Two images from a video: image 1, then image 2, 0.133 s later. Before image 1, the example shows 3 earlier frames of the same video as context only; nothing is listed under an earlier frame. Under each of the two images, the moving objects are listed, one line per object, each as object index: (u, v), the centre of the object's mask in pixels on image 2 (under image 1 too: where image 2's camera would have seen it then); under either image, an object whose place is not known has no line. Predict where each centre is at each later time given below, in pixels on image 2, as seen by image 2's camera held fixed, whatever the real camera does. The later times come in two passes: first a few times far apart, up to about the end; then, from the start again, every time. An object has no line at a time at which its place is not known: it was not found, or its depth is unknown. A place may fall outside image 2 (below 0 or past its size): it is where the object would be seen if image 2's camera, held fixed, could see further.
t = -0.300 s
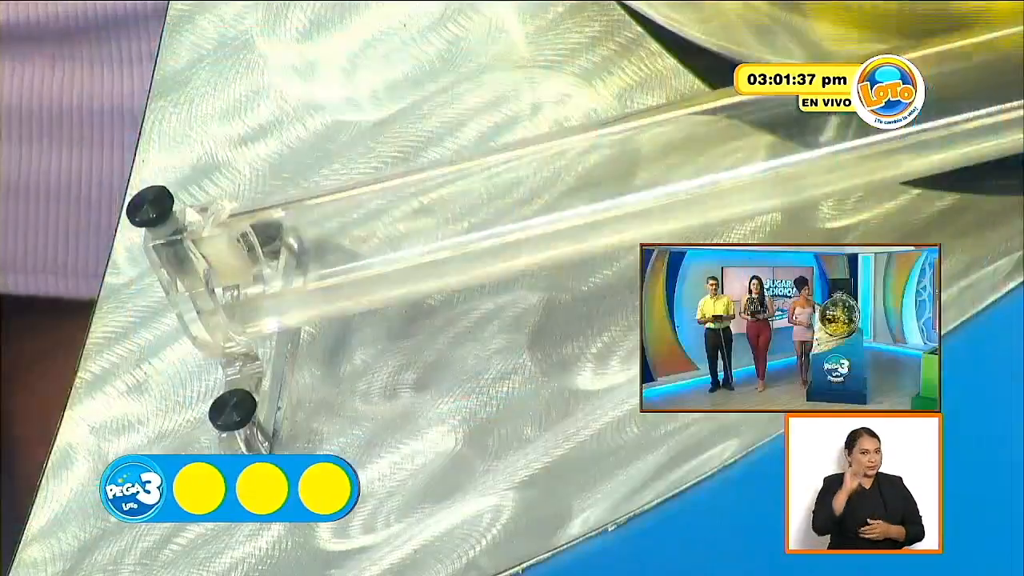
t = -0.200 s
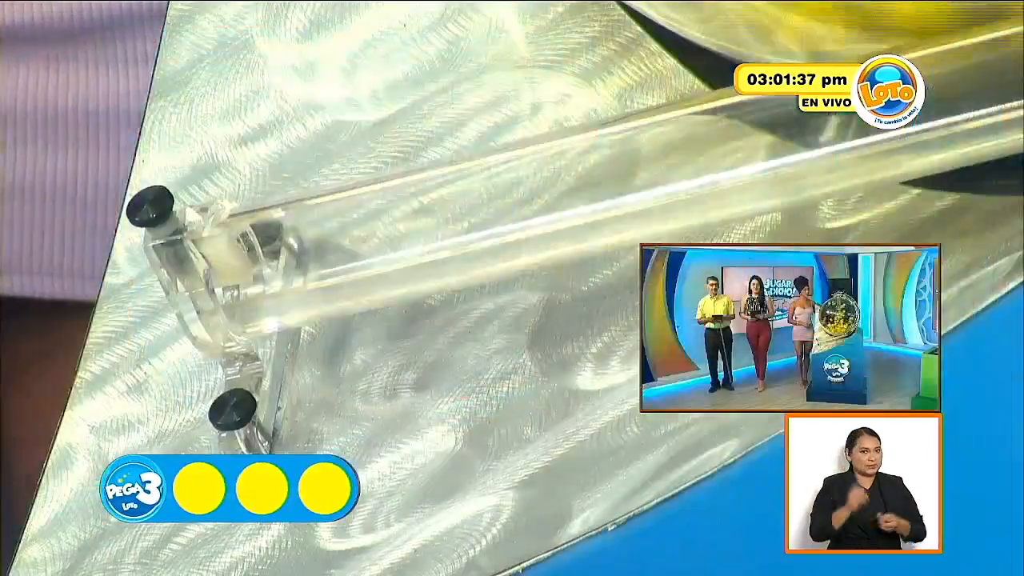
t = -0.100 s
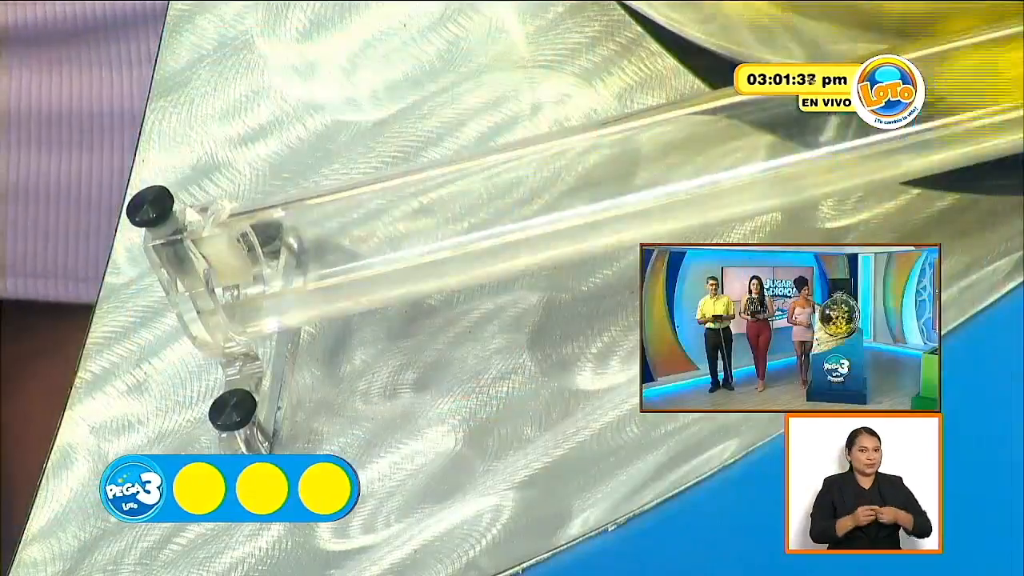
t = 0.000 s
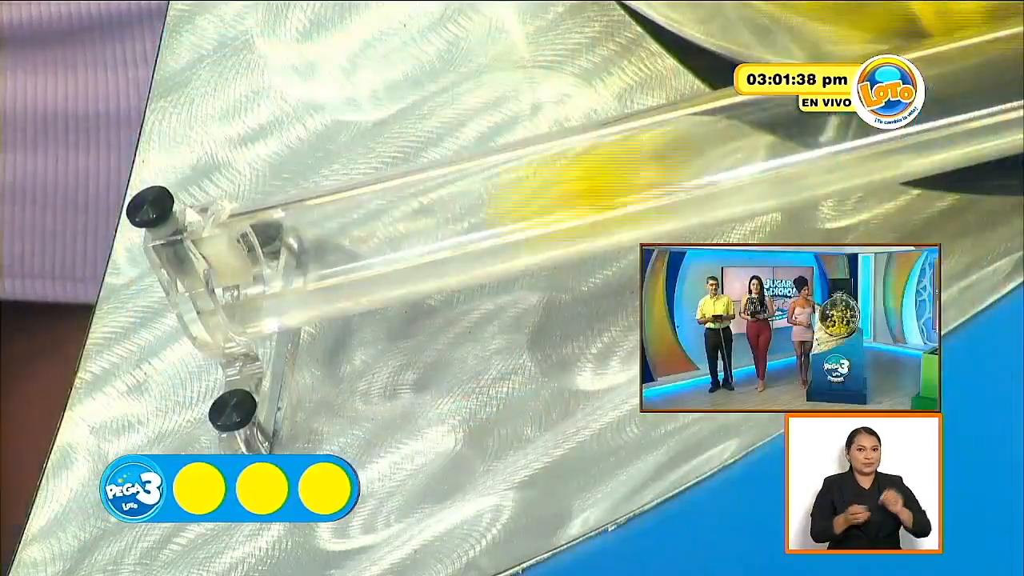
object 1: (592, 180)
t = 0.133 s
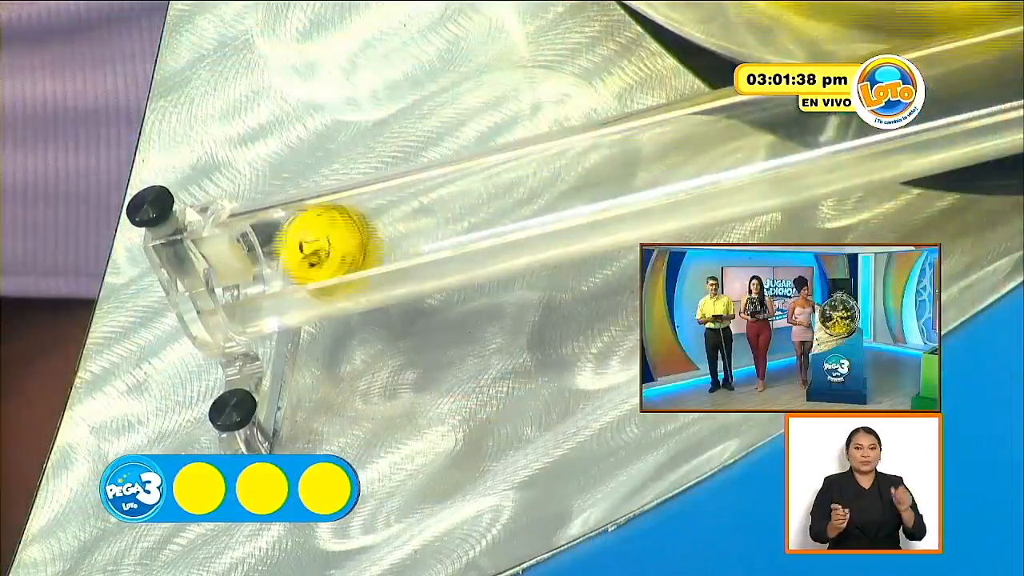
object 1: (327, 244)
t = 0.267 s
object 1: (304, 252)
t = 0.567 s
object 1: (295, 254)
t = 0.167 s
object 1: (339, 243)
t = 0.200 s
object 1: (335, 244)
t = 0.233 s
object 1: (322, 248)
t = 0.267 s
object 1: (304, 252)
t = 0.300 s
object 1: (294, 253)
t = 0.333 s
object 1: (295, 254)
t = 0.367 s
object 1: (295, 255)
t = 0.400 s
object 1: (293, 254)
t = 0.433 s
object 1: (294, 254)
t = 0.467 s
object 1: (294, 254)
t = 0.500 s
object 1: (295, 255)
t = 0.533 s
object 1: (295, 254)
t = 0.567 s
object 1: (295, 254)
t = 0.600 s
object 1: (295, 255)
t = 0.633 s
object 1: (295, 254)
